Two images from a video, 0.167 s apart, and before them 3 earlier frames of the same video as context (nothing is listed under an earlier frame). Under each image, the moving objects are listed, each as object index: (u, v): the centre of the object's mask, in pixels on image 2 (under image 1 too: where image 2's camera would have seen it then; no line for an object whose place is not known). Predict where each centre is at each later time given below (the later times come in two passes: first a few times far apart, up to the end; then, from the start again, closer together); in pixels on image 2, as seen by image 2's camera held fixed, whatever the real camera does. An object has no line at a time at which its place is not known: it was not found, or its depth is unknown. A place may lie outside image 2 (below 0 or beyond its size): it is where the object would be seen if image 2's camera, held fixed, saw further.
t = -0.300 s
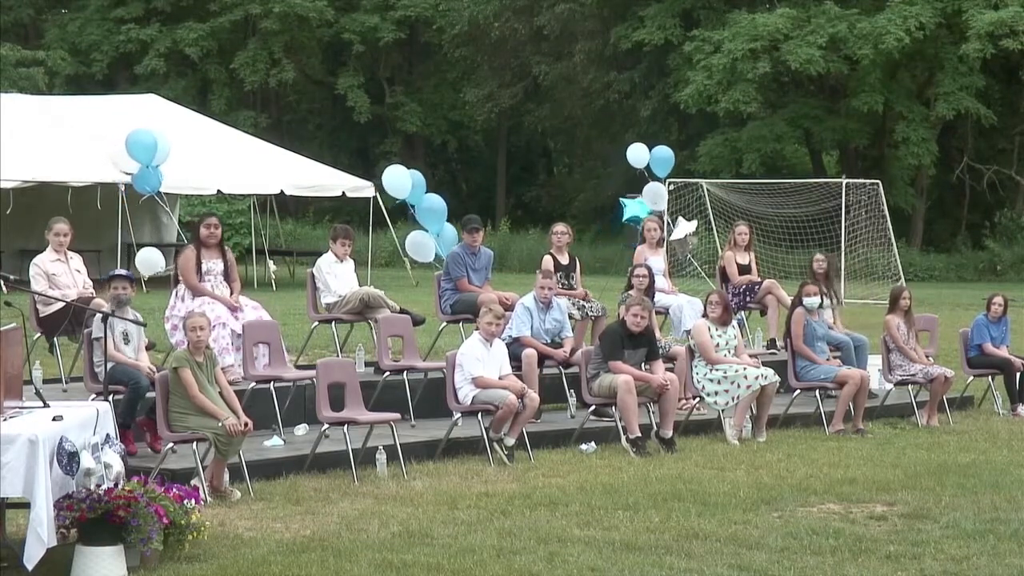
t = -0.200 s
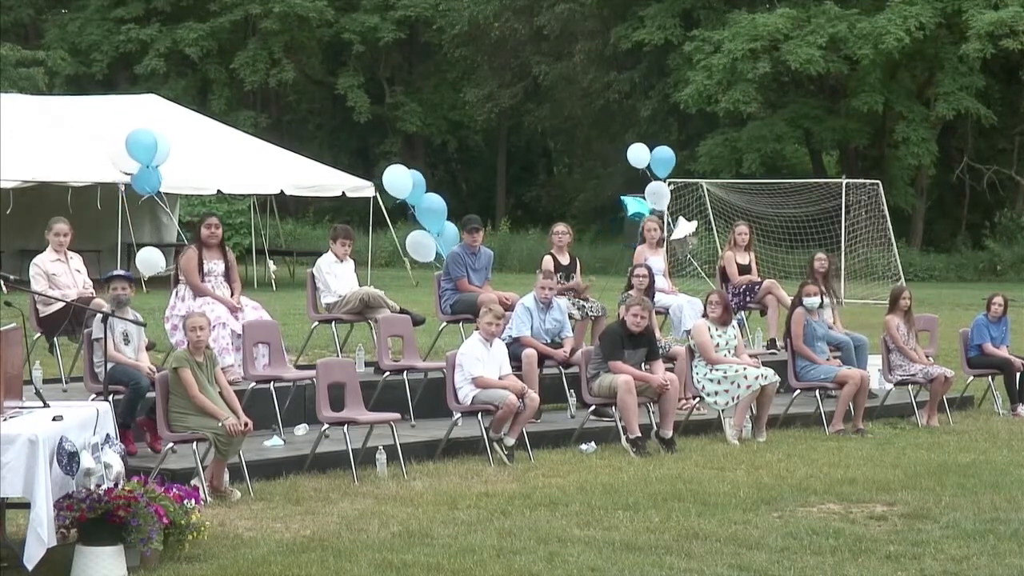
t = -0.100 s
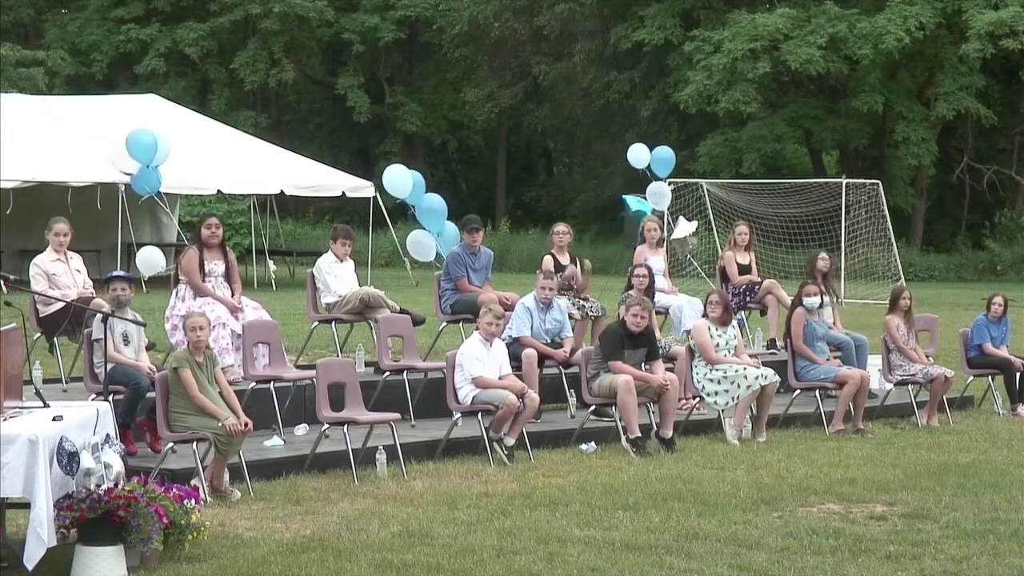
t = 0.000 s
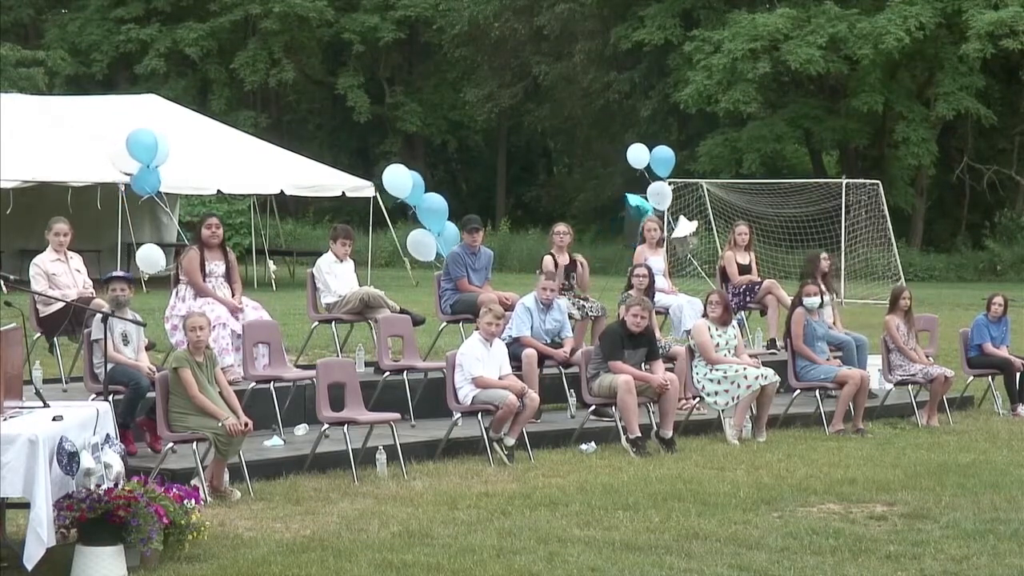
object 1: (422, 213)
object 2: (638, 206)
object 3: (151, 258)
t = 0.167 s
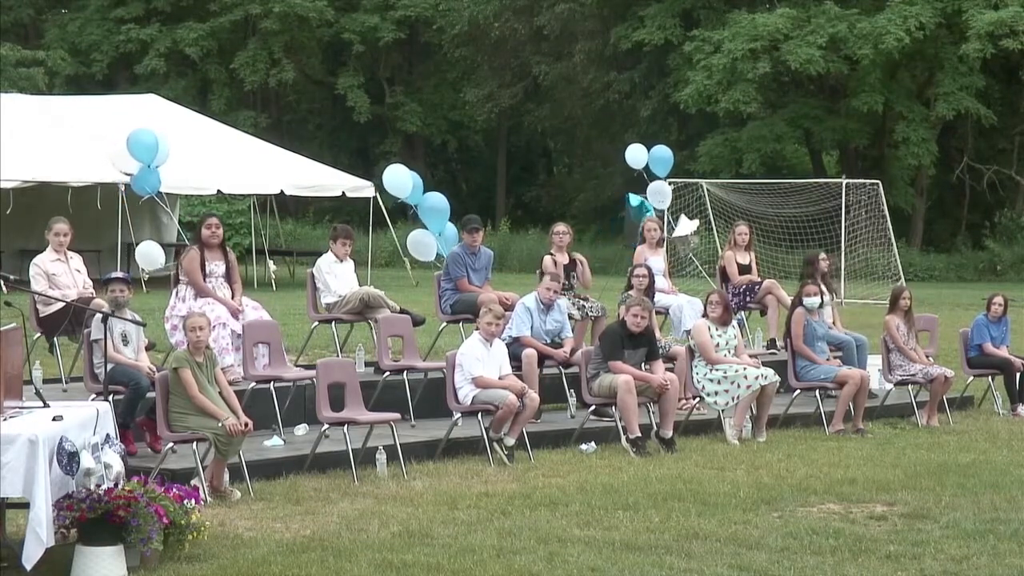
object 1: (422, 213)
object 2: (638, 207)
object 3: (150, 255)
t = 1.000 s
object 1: (425, 212)
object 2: (631, 219)
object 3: (145, 247)
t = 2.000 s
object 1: (429, 209)
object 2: (643, 207)
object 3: (152, 246)
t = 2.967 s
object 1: (425, 207)
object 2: (634, 220)
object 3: (146, 234)
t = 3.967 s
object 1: (432, 204)
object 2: (647, 204)
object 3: (148, 251)
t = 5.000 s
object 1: (448, 194)
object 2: (644, 212)
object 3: (160, 235)
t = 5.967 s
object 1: (455, 194)
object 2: (648, 216)
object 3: (160, 249)
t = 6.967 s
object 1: (445, 196)
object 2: (622, 231)
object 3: (174, 230)
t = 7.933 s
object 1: (446, 197)
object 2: (620, 240)
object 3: (148, 247)
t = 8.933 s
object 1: (442, 199)
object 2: (617, 245)
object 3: (159, 253)
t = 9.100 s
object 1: (442, 200)
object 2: (617, 242)
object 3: (161, 248)
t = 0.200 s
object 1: (422, 213)
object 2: (639, 208)
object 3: (149, 254)
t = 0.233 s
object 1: (423, 213)
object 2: (639, 208)
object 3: (149, 254)
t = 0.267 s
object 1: (423, 213)
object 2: (639, 209)
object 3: (149, 252)
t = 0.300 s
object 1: (423, 213)
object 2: (639, 210)
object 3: (149, 252)
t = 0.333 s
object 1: (423, 213)
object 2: (639, 211)
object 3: (148, 251)
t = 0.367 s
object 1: (423, 213)
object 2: (639, 212)
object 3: (148, 251)
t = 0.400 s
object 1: (423, 213)
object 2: (638, 213)
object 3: (147, 250)
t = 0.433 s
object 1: (423, 213)
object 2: (638, 213)
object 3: (147, 249)
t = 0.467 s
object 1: (423, 212)
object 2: (638, 214)
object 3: (147, 248)
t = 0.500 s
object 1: (423, 213)
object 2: (638, 214)
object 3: (146, 248)
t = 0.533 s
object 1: (423, 212)
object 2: (636, 216)
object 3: (146, 248)
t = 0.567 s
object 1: (423, 212)
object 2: (636, 216)
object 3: (146, 247)
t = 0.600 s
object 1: (423, 212)
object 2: (636, 216)
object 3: (145, 247)
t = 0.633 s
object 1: (423, 212)
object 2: (636, 216)
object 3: (145, 247)
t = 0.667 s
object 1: (423, 213)
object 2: (635, 218)
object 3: (145, 247)
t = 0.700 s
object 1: (423, 213)
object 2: (635, 218)
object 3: (144, 247)
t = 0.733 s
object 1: (423, 213)
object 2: (634, 219)
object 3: (144, 246)
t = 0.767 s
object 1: (424, 213)
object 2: (634, 218)
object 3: (144, 246)
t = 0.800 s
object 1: (424, 213)
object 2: (633, 219)
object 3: (144, 246)
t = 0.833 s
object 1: (424, 213)
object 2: (633, 219)
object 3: (144, 246)
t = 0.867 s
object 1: (424, 213)
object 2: (632, 219)
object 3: (144, 247)
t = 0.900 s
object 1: (424, 212)
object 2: (632, 219)
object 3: (144, 247)
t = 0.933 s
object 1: (424, 212)
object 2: (632, 219)
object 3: (145, 247)
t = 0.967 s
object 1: (424, 212)
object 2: (632, 219)
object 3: (145, 247)
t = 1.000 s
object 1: (425, 212)
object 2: (631, 219)
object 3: (145, 247)
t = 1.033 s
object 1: (425, 212)
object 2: (631, 219)
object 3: (145, 247)
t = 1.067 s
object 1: (425, 212)
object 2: (631, 218)
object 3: (146, 248)
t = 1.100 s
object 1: (425, 212)
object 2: (631, 218)
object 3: (146, 248)
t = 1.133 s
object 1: (425, 211)
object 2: (631, 218)
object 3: (146, 248)
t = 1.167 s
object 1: (425, 211)
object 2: (631, 218)
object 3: (146, 248)
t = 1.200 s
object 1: (426, 211)
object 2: (631, 217)
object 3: (146, 248)
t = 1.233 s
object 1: (426, 211)
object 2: (631, 217)
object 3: (146, 248)
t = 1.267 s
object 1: (426, 210)
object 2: (631, 217)
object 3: (146, 248)
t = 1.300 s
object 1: (426, 210)
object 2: (631, 217)
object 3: (146, 248)
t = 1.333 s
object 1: (426, 210)
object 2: (632, 216)
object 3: (146, 248)
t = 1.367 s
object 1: (426, 210)
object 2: (632, 216)
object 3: (146, 248)
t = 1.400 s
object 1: (427, 210)
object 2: (632, 215)
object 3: (146, 249)
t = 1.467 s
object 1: (427, 210)
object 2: (633, 214)
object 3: (146, 249)
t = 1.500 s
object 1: (427, 210)
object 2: (633, 214)
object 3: (146, 249)
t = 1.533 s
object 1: (427, 209)
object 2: (634, 213)
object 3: (146, 249)
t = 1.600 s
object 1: (427, 209)
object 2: (635, 212)
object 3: (146, 249)
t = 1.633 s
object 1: (428, 209)
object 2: (635, 212)
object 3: (146, 249)
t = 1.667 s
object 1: (428, 209)
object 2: (636, 211)
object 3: (147, 249)
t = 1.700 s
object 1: (428, 209)
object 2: (636, 211)
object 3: (147, 249)
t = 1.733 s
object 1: (428, 209)
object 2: (637, 210)
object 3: (147, 249)
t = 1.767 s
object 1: (428, 209)
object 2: (637, 210)
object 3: (148, 249)
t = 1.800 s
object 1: (429, 210)
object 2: (638, 209)
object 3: (148, 249)
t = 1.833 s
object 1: (429, 210)
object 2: (639, 209)
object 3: (148, 249)
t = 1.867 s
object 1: (429, 210)
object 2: (640, 208)
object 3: (149, 248)
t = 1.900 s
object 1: (429, 210)
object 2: (640, 207)
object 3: (150, 248)
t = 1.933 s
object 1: (429, 210)
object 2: (641, 207)
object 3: (151, 247)
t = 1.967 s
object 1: (429, 209)
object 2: (641, 207)
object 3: (151, 247)
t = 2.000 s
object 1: (429, 209)
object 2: (643, 207)
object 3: (152, 246)
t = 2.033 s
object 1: (430, 209)
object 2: (643, 206)
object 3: (152, 246)
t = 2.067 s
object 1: (430, 209)
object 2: (642, 208)
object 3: (153, 245)
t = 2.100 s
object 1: (430, 209)
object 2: (642, 208)
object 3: (153, 245)
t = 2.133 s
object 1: (430, 209)
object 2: (642, 208)
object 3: (154, 243)
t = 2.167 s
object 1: (430, 209)
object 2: (642, 208)
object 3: (154, 243)
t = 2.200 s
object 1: (431, 209)
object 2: (640, 209)
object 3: (155, 242)
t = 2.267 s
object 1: (431, 208)
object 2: (638, 211)
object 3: (155, 240)
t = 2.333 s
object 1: (431, 208)
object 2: (637, 211)
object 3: (155, 239)
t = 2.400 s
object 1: (431, 208)
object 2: (637, 212)
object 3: (155, 237)
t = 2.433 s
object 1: (431, 208)
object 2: (637, 213)
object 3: (155, 237)
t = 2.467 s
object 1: (431, 208)
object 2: (636, 213)
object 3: (154, 235)
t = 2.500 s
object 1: (431, 208)
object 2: (636, 214)
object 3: (154, 235)
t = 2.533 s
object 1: (430, 208)
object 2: (636, 215)
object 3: (153, 234)
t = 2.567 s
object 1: (430, 208)
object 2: (636, 215)
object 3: (153, 234)
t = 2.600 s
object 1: (430, 208)
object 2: (635, 218)
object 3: (152, 233)
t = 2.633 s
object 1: (430, 208)
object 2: (635, 216)
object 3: (152, 233)
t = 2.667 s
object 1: (429, 208)
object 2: (637, 218)
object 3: (151, 233)
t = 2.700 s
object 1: (429, 208)
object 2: (635, 219)
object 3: (150, 232)
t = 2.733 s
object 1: (428, 207)
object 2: (635, 219)
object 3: (149, 232)
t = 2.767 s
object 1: (428, 207)
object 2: (635, 219)
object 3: (149, 232)
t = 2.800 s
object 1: (427, 207)
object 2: (635, 219)
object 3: (148, 232)
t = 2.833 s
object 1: (427, 207)
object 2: (635, 219)
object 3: (147, 232)
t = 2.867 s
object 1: (426, 207)
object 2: (635, 220)
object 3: (147, 233)
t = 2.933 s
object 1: (425, 206)
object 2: (635, 220)
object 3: (146, 234)
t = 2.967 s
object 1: (425, 207)
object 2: (634, 220)
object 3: (146, 234)
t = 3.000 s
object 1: (425, 206)
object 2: (634, 220)
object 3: (146, 235)
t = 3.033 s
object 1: (425, 207)
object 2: (634, 220)
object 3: (146, 235)
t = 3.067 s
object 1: (424, 207)
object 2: (641, 212)
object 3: (146, 236)
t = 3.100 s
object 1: (424, 207)
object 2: (641, 212)
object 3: (146, 236)
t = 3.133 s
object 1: (424, 207)
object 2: (641, 212)
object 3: (146, 238)
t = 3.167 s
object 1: (424, 207)
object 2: (641, 212)
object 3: (146, 238)
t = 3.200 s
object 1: (424, 207)
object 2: (641, 212)
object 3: (146, 240)
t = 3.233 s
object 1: (424, 207)
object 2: (641, 212)
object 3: (146, 240)
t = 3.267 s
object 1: (424, 208)
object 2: (641, 212)
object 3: (146, 241)
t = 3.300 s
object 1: (424, 208)
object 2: (641, 212)
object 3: (146, 241)
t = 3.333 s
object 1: (424, 207)
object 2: (641, 211)
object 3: (147, 243)
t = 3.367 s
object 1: (424, 207)
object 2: (641, 211)
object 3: (147, 243)
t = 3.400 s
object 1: (425, 207)
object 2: (641, 211)
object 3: (147, 245)
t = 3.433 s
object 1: (425, 207)
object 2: (641, 211)
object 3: (147, 245)
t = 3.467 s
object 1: (425, 207)
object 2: (642, 210)
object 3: (147, 246)
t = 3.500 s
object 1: (425, 207)
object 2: (642, 210)
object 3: (148, 246)
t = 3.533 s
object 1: (426, 207)
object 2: (642, 209)
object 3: (148, 247)
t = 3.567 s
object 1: (426, 207)
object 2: (642, 209)
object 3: (148, 247)
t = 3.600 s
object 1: (426, 206)
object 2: (642, 208)
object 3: (148, 249)
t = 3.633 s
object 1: (427, 206)
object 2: (642, 208)
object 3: (148, 249)
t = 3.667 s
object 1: (427, 206)
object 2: (642, 207)
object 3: (148, 250)
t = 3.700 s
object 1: (428, 206)
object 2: (643, 207)
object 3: (148, 250)
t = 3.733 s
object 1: (428, 205)
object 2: (643, 206)
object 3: (148, 250)
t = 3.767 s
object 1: (428, 205)
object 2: (643, 206)
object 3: (148, 251)
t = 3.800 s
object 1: (429, 205)
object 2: (645, 206)
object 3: (148, 251)
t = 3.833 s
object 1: (429, 205)
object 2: (645, 206)
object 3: (148, 251)
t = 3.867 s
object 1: (430, 204)
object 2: (645, 206)
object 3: (148, 251)
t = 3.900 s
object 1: (431, 204)
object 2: (646, 206)
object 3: (148, 251)
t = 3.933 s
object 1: (432, 204)
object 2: (647, 204)
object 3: (148, 251)
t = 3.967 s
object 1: (432, 204)
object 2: (647, 204)
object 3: (148, 251)
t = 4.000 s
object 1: (433, 204)
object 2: (646, 205)
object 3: (148, 251)
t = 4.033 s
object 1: (433, 204)
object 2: (649, 203)
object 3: (148, 251)
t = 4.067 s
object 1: (435, 203)
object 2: (649, 203)
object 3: (148, 250)
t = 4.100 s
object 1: (435, 204)
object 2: (650, 203)
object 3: (148, 250)
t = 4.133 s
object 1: (436, 203)
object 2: (651, 204)
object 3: (149, 249)
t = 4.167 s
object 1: (436, 203)
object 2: (651, 203)
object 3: (149, 249)
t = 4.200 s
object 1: (437, 203)
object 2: (652, 204)
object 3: (150, 248)
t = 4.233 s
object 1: (438, 203)
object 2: (652, 204)
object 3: (150, 248)
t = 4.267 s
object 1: (439, 202)
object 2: (652, 204)
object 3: (151, 247)
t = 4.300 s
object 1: (439, 202)
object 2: (652, 204)
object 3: (152, 247)
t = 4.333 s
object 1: (440, 202)
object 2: (651, 204)
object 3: (153, 246)
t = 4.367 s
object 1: (440, 202)
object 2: (651, 204)
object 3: (153, 246)
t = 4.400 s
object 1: (440, 201)
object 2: (651, 204)
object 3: (155, 244)
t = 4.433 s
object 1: (441, 201)
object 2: (650, 205)
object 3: (155, 244)
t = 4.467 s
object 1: (441, 200)
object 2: (650, 204)
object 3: (156, 243)
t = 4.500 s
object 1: (441, 200)
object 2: (650, 205)
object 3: (157, 242)
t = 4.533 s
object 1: (442, 199)
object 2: (649, 206)
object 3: (158, 241)
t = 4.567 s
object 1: (442, 199)
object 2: (648, 206)
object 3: (158, 241)
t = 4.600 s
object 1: (443, 198)
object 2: (648, 206)
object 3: (159, 239)
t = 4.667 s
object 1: (443, 198)
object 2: (650, 206)
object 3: (160, 238)
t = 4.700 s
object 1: (444, 197)
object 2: (648, 207)
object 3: (161, 237)
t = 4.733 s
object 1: (444, 197)
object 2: (649, 207)
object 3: (161, 237)
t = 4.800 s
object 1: (445, 196)
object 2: (647, 209)
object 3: (161, 236)
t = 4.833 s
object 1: (445, 196)
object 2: (646, 210)
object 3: (161, 235)
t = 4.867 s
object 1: (446, 196)
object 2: (646, 211)
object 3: (161, 235)
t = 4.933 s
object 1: (447, 195)
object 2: (645, 211)
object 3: (161, 235)
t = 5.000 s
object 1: (448, 194)
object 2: (644, 212)
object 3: (160, 235)
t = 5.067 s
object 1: (449, 194)
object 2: (643, 213)
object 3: (159, 235)
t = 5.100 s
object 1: (448, 194)
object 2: (643, 213)
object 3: (159, 236)
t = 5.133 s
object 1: (449, 194)
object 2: (643, 213)
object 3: (158, 237)
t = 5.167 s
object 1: (449, 193)
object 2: (643, 214)
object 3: (158, 237)
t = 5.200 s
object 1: (450, 193)
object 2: (643, 214)
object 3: (158, 238)
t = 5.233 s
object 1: (450, 193)
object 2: (643, 215)
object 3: (158, 238)
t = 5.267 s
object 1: (451, 193)
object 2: (643, 215)
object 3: (157, 240)
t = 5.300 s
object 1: (451, 193)
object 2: (643, 215)
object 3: (157, 240)
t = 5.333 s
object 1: (452, 193)
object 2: (643, 216)
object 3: (156, 241)
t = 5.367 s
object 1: (452, 193)
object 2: (643, 216)
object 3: (156, 242)
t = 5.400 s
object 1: (453, 193)
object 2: (643, 216)
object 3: (155, 243)
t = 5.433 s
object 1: (453, 193)
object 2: (643, 216)
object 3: (155, 244)
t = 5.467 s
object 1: (453, 193)
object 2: (644, 217)
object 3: (155, 245)
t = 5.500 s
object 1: (453, 193)
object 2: (644, 217)
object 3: (155, 245)
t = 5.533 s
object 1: (454, 193)
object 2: (644, 217)
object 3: (155, 246)
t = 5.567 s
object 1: (454, 193)
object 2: (645, 217)
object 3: (155, 247)
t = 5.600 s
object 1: (454, 193)
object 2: (645, 218)
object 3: (156, 248)
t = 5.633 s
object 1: (455, 193)
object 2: (645, 218)
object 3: (156, 248)
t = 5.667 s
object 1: (455, 193)
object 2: (646, 217)
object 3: (156, 249)
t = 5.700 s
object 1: (455, 193)
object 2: (646, 217)
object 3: (156, 249)
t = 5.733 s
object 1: (456, 193)
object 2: (646, 217)
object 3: (157, 249)
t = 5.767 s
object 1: (455, 193)
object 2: (646, 218)
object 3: (157, 249)
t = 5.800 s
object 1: (456, 193)
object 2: (645, 218)
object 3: (158, 250)
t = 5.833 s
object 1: (456, 193)
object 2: (646, 217)
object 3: (158, 250)
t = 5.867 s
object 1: (456, 193)
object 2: (649, 216)
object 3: (159, 250)
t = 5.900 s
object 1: (456, 194)
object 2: (649, 216)
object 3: (159, 250)
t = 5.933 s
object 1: (456, 194)
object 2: (648, 216)
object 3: (160, 249)
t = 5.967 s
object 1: (455, 194)
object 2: (648, 216)
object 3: (160, 249)
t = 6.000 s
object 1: (455, 194)
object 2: (647, 216)
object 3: (161, 248)
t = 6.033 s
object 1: (455, 194)
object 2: (647, 216)
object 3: (161, 248)
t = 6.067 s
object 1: (455, 193)
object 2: (647, 216)
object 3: (161, 247)
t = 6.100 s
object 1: (454, 193)
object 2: (646, 217)
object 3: (161, 247)
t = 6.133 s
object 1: (454, 193)
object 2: (645, 218)
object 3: (162, 246)
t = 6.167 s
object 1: (454, 193)
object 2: (645, 218)
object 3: (162, 246)
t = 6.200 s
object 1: (453, 193)
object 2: (643, 219)
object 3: (162, 245)
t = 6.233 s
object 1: (453, 193)
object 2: (643, 220)
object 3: (162, 244)
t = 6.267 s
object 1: (453, 193)
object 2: (641, 220)
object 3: (163, 243)
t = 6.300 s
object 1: (452, 193)
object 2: (640, 220)
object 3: (163, 243)
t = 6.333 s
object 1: (452, 193)
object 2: (639, 219)
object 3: (164, 242)
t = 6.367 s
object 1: (452, 193)
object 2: (638, 220)
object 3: (164, 241)
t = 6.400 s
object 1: (451, 193)
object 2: (637, 221)
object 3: (165, 240)
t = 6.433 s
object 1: (451, 193)
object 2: (636, 221)
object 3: (166, 240)
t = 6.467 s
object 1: (450, 194)
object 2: (634, 223)
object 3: (167, 239)
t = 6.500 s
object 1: (450, 194)
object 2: (634, 223)
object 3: (168, 238)
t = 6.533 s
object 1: (449, 194)
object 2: (633, 224)
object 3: (169, 238)
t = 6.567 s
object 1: (449, 194)
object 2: (633, 224)
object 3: (170, 237)
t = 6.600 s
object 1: (449, 194)
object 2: (633, 225)
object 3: (171, 236)
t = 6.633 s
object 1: (449, 194)
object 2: (632, 227)
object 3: (171, 236)
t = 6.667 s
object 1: (448, 194)
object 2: (631, 228)
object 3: (173, 235)
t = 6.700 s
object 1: (448, 195)
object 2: (630, 228)
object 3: (173, 235)
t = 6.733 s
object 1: (447, 195)
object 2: (629, 228)
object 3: (174, 234)
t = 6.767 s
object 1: (447, 195)
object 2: (627, 226)
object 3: (174, 234)
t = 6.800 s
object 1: (446, 195)
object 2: (626, 227)
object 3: (174, 233)
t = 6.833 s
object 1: (446, 195)
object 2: (625, 228)
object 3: (174, 232)
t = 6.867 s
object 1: (445, 195)
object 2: (623, 229)
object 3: (174, 231)
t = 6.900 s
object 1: (445, 195)
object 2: (623, 230)
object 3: (174, 231)
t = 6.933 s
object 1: (445, 196)
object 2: (622, 231)
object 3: (174, 230)
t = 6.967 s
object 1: (445, 196)
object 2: (622, 231)
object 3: (174, 230)
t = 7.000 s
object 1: (444, 196)
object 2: (621, 232)
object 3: (173, 229)
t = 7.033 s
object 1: (444, 197)
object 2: (620, 232)
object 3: (172, 229)
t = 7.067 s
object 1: (444, 197)
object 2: (620, 233)
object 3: (171, 228)
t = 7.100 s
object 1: (444, 197)
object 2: (619, 233)
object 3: (170, 227)
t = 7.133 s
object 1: (443, 197)
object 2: (619, 233)
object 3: (169, 227)
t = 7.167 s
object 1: (443, 197)
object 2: (618, 233)
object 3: (168, 227)
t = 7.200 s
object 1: (443, 197)
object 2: (618, 234)
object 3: (166, 226)
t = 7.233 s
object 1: (443, 197)
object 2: (618, 234)
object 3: (165, 226)
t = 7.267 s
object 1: (443, 197)
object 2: (618, 234)
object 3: (163, 226)
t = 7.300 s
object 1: (443, 197)
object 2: (618, 234)
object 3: (162, 226)
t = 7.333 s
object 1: (443, 197)
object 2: (618, 234)
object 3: (159, 226)
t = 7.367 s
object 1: (443, 197)
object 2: (618, 233)
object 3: (158, 226)
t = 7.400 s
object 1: (443, 197)
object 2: (619, 233)
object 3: (156, 227)
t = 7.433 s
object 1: (443, 197)
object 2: (619, 233)
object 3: (155, 228)
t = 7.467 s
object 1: (444, 197)
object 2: (619, 233)
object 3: (153, 229)
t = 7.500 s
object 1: (444, 197)
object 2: (619, 233)
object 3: (152, 229)
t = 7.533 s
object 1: (444, 197)
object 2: (619, 234)
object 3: (150, 231)
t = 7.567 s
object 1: (444, 197)
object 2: (619, 234)
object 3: (151, 232)
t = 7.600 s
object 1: (444, 197)
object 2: (619, 234)
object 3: (149, 234)
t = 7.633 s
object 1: (445, 197)
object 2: (619, 234)
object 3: (148, 234)
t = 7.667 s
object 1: (445, 197)
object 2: (620, 235)
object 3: (148, 236)
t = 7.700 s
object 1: (445, 196)
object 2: (620, 235)
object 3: (147, 237)
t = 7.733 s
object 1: (445, 197)
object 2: (620, 235)
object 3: (147, 239)
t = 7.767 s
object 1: (445, 196)
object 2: (620, 235)
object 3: (147, 240)
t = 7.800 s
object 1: (445, 196)
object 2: (620, 237)
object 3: (147, 242)
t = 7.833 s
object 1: (446, 197)
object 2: (620, 237)
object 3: (147, 243)
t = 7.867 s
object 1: (446, 197)
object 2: (620, 238)
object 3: (147, 245)
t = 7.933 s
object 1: (446, 197)
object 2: (620, 240)
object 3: (148, 247)
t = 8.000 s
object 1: (446, 197)
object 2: (620, 241)
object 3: (149, 250)
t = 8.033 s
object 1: (446, 197)
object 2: (619, 242)
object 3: (149, 250)
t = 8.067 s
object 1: (446, 197)
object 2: (619, 243)
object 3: (150, 252)
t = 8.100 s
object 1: (446, 197)
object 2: (619, 243)
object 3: (150, 252)
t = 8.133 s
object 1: (446, 197)
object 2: (620, 245)
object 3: (150, 254)
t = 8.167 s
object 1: (445, 197)
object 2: (619, 245)
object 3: (151, 254)
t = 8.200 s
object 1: (445, 197)
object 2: (619, 246)
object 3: (151, 255)
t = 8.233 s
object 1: (445, 197)
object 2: (619, 246)
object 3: (151, 255)
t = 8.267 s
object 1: (445, 197)
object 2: (619, 247)
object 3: (152, 257)
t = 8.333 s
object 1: (445, 197)
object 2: (619, 248)
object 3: (153, 258)
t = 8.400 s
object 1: (444, 197)
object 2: (618, 249)
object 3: (153, 259)
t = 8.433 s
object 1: (444, 198)
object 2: (619, 249)
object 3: (153, 259)
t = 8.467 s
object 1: (444, 198)
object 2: (618, 249)
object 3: (154, 260)
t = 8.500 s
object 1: (444, 198)
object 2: (618, 249)
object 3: (154, 260)
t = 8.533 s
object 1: (444, 198)
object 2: (618, 249)
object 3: (155, 260)
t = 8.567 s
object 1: (444, 198)
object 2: (618, 249)
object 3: (155, 260)
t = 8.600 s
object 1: (444, 198)
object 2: (618, 249)
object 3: (155, 260)
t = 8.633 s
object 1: (443, 198)
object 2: (618, 249)
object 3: (155, 260)
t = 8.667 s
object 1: (443, 198)
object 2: (618, 249)
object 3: (155, 259)
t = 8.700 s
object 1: (443, 198)
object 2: (618, 249)
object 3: (156, 259)
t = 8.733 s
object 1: (443, 199)
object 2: (618, 248)
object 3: (156, 258)
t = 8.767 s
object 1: (443, 199)
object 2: (618, 248)
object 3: (156, 258)
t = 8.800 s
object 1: (443, 199)
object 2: (617, 247)
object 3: (157, 257)
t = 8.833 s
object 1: (443, 199)
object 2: (617, 247)
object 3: (157, 256)
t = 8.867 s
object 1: (442, 199)
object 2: (617, 246)
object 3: (158, 255)
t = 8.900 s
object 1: (442, 199)
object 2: (617, 246)
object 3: (158, 255)
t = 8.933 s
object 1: (442, 199)
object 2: (617, 245)
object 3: (159, 253)
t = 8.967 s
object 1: (442, 199)
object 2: (617, 244)
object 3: (159, 253)
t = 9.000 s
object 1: (442, 199)
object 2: (617, 243)
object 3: (160, 251)
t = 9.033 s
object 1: (442, 199)
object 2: (617, 243)
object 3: (160, 250)
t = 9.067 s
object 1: (442, 200)
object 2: (616, 242)
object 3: (160, 249)
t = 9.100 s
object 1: (442, 200)
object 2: (617, 242)
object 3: (161, 248)
